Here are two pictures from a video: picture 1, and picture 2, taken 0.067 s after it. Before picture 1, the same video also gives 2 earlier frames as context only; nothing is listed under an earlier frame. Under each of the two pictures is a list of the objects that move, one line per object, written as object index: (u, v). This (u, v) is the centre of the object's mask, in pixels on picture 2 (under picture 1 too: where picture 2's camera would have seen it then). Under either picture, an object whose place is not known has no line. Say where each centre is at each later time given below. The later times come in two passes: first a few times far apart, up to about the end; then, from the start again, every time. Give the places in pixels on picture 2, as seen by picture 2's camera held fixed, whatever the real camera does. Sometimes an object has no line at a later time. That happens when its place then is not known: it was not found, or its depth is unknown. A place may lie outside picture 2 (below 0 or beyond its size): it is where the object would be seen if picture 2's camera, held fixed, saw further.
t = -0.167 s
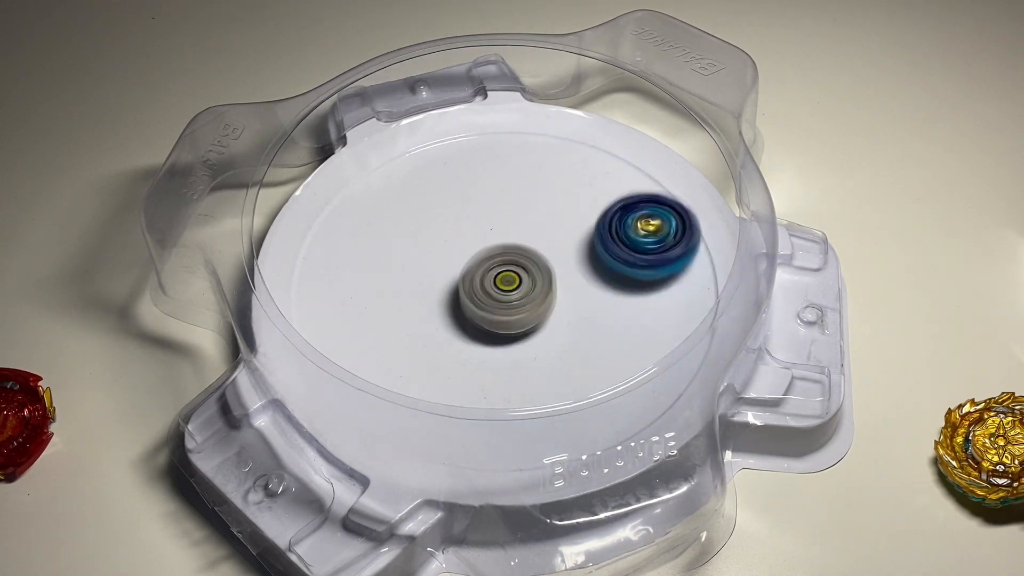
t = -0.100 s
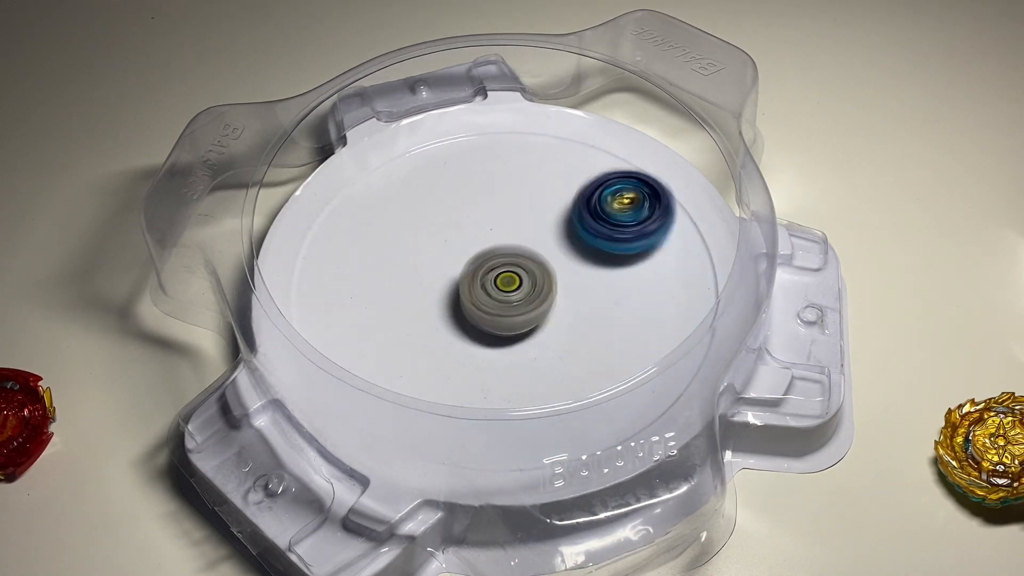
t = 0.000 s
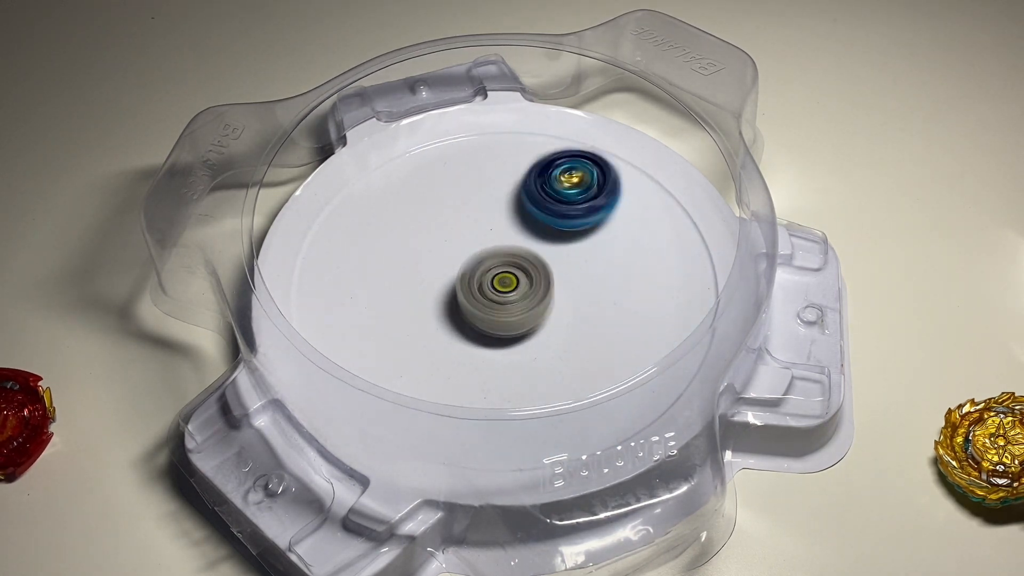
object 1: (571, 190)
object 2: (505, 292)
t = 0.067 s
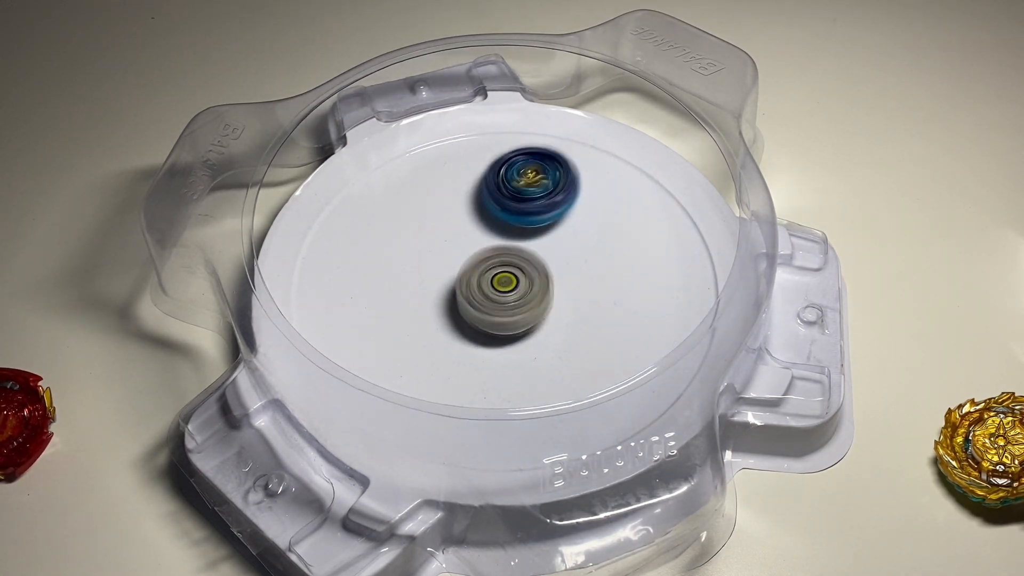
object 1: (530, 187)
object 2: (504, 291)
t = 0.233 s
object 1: (436, 224)
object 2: (503, 291)
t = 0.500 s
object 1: (402, 351)
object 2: (499, 294)
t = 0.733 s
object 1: (530, 392)
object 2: (498, 288)
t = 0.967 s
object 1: (611, 300)
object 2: (496, 278)
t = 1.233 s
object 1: (596, 195)
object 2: (404, 267)
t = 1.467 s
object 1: (478, 173)
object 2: (413, 283)
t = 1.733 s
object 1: (400, 251)
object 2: (455, 326)
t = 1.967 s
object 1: (425, 310)
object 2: (520, 359)
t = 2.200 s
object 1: (498, 281)
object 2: (579, 345)
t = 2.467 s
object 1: (488, 209)
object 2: (596, 300)
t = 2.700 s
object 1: (433, 240)
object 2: (552, 271)
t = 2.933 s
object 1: (411, 298)
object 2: (597, 292)
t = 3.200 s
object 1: (465, 312)
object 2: (648, 281)
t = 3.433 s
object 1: (474, 284)
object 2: (653, 269)
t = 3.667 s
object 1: (461, 246)
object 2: (567, 280)
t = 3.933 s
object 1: (424, 265)
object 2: (516, 312)
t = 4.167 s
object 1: (376, 194)
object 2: (638, 403)
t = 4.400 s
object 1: (426, 231)
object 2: (579, 327)
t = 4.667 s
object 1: (430, 145)
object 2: (615, 378)
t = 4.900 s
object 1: (470, 166)
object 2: (587, 350)
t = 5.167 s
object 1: (556, 201)
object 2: (492, 327)
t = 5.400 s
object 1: (587, 215)
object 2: (431, 324)
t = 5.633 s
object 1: (579, 253)
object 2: (455, 294)
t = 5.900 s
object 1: (644, 308)
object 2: (396, 233)
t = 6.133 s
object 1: (586, 320)
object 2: (438, 255)
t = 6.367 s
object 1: (581, 333)
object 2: (449, 242)
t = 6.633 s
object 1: (558, 294)
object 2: (461, 259)
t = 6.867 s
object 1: (564, 275)
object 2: (448, 261)
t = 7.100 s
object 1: (579, 265)
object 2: (444, 261)
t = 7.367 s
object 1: (555, 276)
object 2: (448, 267)
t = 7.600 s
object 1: (552, 310)
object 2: (430, 250)
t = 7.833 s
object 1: (525, 299)
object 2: (426, 259)
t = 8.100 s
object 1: (492, 362)
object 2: (436, 226)
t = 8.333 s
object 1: (499, 328)
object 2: (479, 250)
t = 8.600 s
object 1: (473, 349)
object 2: (537, 205)
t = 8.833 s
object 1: (464, 313)
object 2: (503, 239)
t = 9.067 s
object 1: (468, 322)
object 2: (513, 230)
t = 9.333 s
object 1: (474, 331)
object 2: (530, 212)
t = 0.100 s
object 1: (508, 190)
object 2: (503, 291)
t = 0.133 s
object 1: (488, 195)
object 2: (503, 291)
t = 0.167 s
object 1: (469, 203)
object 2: (502, 291)
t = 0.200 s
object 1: (452, 212)
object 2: (504, 290)
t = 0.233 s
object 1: (436, 224)
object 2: (503, 291)
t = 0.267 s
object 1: (421, 237)
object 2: (502, 290)
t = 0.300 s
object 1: (410, 251)
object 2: (503, 291)
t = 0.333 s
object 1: (401, 267)
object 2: (501, 292)
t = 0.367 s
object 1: (395, 283)
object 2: (503, 292)
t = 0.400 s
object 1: (392, 300)
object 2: (502, 294)
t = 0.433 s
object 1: (392, 318)
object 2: (501, 293)
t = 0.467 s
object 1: (393, 335)
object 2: (501, 294)
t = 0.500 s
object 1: (402, 351)
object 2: (499, 294)
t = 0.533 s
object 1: (415, 362)
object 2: (501, 294)
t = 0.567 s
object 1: (428, 378)
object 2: (500, 294)
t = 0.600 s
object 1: (447, 387)
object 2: (500, 293)
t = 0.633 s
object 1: (464, 396)
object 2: (499, 292)
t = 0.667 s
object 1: (487, 396)
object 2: (498, 291)
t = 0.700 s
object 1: (509, 396)
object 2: (499, 288)
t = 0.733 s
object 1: (530, 392)
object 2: (498, 288)
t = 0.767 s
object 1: (550, 384)
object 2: (497, 285)
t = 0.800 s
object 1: (568, 373)
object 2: (497, 284)
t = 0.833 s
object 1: (583, 360)
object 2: (496, 283)
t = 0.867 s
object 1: (597, 346)
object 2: (497, 280)
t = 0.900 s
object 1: (607, 332)
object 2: (496, 280)
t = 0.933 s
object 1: (610, 317)
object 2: (494, 279)
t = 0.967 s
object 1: (611, 300)
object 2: (496, 278)
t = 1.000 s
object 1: (605, 285)
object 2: (496, 278)
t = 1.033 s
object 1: (597, 270)
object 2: (493, 277)
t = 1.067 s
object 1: (606, 256)
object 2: (470, 274)
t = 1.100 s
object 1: (612, 243)
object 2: (449, 271)
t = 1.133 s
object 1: (614, 231)
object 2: (431, 269)
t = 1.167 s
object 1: (611, 218)
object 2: (417, 267)
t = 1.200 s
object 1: (606, 206)
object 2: (408, 266)
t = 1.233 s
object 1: (596, 195)
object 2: (404, 267)
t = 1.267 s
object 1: (583, 185)
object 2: (400, 269)
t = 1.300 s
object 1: (568, 177)
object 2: (399, 272)
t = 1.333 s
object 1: (551, 172)
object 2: (401, 275)
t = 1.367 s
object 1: (533, 168)
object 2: (401, 277)
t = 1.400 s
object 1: (514, 168)
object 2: (404, 279)
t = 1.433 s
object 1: (496, 169)
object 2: (409, 281)
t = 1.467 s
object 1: (478, 173)
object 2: (413, 283)
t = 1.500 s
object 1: (460, 180)
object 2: (418, 285)
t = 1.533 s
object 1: (445, 189)
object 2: (425, 286)
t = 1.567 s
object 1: (432, 200)
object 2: (429, 286)
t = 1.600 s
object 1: (420, 208)
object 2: (433, 290)
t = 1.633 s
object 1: (412, 215)
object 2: (440, 302)
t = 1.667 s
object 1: (407, 225)
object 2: (443, 312)
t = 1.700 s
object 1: (402, 237)
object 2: (448, 321)
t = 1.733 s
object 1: (400, 251)
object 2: (455, 326)
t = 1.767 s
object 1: (399, 262)
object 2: (461, 333)
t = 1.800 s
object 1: (397, 268)
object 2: (477, 346)
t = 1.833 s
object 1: (397, 275)
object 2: (488, 355)
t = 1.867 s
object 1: (400, 283)
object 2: (502, 360)
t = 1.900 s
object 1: (405, 293)
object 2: (509, 362)
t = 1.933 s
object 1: (414, 302)
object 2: (517, 362)
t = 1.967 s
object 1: (425, 310)
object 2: (520, 359)
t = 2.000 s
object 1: (436, 313)
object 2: (530, 358)
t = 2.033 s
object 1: (444, 312)
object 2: (540, 358)
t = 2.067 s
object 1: (455, 309)
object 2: (550, 356)
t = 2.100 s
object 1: (466, 305)
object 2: (554, 353)
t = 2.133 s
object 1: (477, 299)
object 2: (563, 350)
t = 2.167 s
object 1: (488, 291)
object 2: (572, 349)
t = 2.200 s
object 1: (498, 281)
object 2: (579, 345)
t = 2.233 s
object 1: (504, 271)
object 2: (584, 343)
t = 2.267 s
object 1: (508, 261)
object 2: (587, 337)
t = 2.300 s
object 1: (508, 252)
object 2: (592, 332)
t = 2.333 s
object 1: (507, 242)
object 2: (593, 325)
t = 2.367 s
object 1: (505, 232)
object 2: (597, 319)
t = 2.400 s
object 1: (502, 223)
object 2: (596, 313)
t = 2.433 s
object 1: (497, 215)
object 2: (597, 306)
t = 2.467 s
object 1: (488, 209)
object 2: (596, 300)
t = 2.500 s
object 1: (479, 206)
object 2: (593, 294)
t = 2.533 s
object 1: (469, 205)
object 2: (589, 289)
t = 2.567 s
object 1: (458, 207)
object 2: (582, 283)
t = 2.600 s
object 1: (448, 211)
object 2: (577, 278)
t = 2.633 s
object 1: (440, 218)
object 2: (568, 275)
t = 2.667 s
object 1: (435, 229)
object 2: (561, 273)
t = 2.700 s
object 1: (433, 240)
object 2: (552, 271)
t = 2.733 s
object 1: (435, 252)
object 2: (544, 269)
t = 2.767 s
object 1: (434, 262)
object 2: (544, 270)
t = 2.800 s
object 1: (420, 266)
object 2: (560, 275)
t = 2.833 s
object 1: (410, 272)
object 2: (576, 281)
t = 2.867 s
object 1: (405, 279)
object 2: (587, 287)
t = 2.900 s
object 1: (405, 288)
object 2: (592, 290)
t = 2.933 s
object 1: (411, 298)
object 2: (597, 292)
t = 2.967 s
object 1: (420, 307)
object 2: (599, 295)
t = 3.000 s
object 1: (432, 312)
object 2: (597, 296)
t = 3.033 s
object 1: (447, 316)
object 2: (596, 296)
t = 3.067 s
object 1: (463, 319)
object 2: (593, 296)
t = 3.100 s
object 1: (479, 319)
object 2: (589, 295)
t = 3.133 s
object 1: (483, 316)
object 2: (601, 291)
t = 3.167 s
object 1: (472, 315)
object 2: (628, 286)
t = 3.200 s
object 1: (465, 312)
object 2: (648, 281)
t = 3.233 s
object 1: (462, 309)
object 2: (663, 276)
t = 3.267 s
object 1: (462, 305)
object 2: (673, 273)
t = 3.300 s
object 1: (463, 302)
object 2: (675, 272)
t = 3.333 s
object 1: (465, 299)
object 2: (673, 270)
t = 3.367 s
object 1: (467, 294)
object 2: (671, 268)
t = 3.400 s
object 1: (470, 289)
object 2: (663, 269)
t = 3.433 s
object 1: (474, 284)
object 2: (653, 269)
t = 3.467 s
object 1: (476, 278)
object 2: (643, 268)
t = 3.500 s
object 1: (478, 271)
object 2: (632, 269)
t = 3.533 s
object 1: (477, 264)
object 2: (619, 271)
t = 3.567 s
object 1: (476, 258)
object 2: (606, 272)
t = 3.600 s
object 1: (472, 253)
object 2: (595, 274)
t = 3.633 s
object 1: (467, 249)
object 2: (583, 277)
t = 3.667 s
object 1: (461, 246)
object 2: (567, 280)
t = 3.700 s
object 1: (455, 245)
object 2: (555, 282)
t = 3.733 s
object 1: (450, 246)
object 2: (543, 285)
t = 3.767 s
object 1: (443, 248)
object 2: (533, 290)
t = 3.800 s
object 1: (434, 247)
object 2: (528, 299)
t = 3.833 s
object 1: (427, 249)
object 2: (523, 305)
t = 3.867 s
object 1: (424, 253)
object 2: (521, 308)
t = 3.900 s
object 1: (422, 259)
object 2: (518, 311)
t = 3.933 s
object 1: (424, 265)
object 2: (516, 312)
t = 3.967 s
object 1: (419, 257)
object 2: (526, 329)
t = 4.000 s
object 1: (403, 239)
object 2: (554, 354)
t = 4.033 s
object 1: (393, 222)
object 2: (579, 376)
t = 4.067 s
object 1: (384, 209)
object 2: (602, 395)
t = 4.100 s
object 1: (380, 200)
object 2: (621, 404)
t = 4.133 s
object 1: (377, 195)
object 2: (632, 404)
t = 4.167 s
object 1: (376, 194)
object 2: (638, 403)
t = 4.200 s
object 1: (378, 195)
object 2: (638, 400)
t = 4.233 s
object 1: (381, 197)
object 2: (634, 395)
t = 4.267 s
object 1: (385, 203)
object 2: (627, 385)
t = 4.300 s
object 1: (393, 209)
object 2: (617, 372)
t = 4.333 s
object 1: (402, 216)
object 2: (605, 356)
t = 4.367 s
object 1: (413, 224)
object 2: (593, 343)
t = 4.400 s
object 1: (426, 231)
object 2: (579, 327)
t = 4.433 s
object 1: (439, 239)
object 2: (565, 312)
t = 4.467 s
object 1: (453, 246)
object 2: (550, 298)
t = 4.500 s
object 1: (453, 235)
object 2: (554, 304)
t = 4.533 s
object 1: (443, 209)
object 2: (571, 323)
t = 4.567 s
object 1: (432, 189)
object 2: (586, 343)
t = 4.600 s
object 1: (428, 170)
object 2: (599, 359)
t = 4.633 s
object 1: (428, 154)
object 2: (610, 371)
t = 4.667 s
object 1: (430, 145)
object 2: (615, 378)
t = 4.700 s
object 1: (433, 141)
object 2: (614, 382)
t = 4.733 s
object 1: (436, 140)
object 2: (614, 382)
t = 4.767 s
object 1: (442, 140)
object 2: (610, 380)
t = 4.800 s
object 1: (447, 145)
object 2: (603, 374)
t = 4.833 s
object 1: (454, 151)
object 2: (597, 367)
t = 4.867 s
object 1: (462, 157)
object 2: (591, 356)
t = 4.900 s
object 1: (470, 166)
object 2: (587, 350)
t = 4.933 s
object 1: (478, 176)
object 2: (579, 341)
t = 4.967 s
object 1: (488, 187)
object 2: (572, 332)
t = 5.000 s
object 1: (497, 197)
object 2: (565, 322)
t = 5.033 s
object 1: (508, 208)
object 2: (554, 311)
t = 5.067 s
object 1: (517, 217)
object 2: (544, 302)
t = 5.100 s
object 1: (530, 217)
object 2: (533, 308)
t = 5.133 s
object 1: (545, 208)
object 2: (510, 316)
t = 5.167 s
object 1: (556, 201)
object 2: (492, 327)
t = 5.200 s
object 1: (565, 199)
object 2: (470, 330)
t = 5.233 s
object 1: (572, 198)
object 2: (457, 335)
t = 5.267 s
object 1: (576, 200)
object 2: (442, 335)
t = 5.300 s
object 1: (580, 202)
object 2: (436, 334)
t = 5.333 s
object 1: (583, 206)
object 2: (429, 331)
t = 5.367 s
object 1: (585, 210)
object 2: (431, 327)
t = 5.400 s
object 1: (587, 215)
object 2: (431, 324)
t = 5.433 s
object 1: (588, 220)
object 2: (433, 319)
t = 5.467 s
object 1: (588, 225)
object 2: (436, 316)
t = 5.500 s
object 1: (588, 229)
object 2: (438, 311)
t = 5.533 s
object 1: (587, 235)
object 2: (444, 308)
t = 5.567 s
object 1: (585, 241)
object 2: (445, 302)
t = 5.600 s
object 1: (583, 246)
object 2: (452, 299)
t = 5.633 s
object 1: (579, 253)
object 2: (455, 294)
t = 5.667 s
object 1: (575, 259)
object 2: (464, 289)
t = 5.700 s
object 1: (569, 265)
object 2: (468, 285)
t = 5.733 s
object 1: (587, 274)
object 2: (451, 274)
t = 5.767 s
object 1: (608, 280)
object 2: (431, 264)
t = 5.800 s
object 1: (623, 289)
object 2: (413, 255)
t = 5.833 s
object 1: (636, 297)
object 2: (403, 244)
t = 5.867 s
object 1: (642, 303)
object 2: (398, 235)
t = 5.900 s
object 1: (644, 308)
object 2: (396, 233)
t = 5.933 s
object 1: (639, 313)
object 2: (399, 233)
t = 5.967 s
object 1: (631, 316)
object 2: (400, 235)
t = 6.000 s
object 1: (623, 318)
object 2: (408, 238)
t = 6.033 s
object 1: (614, 320)
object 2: (416, 242)
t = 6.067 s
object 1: (605, 320)
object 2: (421, 248)
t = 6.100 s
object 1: (595, 321)
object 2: (428, 252)
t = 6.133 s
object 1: (586, 320)
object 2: (438, 255)
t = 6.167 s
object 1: (576, 318)
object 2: (447, 262)
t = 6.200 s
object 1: (568, 315)
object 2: (456, 267)
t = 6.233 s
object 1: (559, 312)
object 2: (463, 272)
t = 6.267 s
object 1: (564, 318)
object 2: (460, 264)
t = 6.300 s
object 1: (573, 326)
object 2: (454, 253)
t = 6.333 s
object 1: (578, 330)
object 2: (450, 246)
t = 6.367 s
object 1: (581, 333)
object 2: (449, 242)
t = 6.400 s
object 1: (578, 332)
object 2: (447, 241)
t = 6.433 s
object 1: (577, 331)
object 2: (449, 240)
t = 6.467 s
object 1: (574, 326)
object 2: (449, 242)
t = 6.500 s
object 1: (571, 319)
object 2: (453, 244)
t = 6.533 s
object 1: (568, 313)
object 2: (455, 248)
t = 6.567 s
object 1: (565, 306)
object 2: (459, 251)
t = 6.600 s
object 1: (562, 300)
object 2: (461, 254)
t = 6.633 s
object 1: (558, 294)
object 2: (461, 259)
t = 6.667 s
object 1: (557, 289)
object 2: (460, 261)
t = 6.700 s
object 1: (559, 288)
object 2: (455, 261)
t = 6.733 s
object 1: (560, 285)
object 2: (455, 260)
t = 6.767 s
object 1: (558, 282)
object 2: (455, 261)
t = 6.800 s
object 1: (558, 278)
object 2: (456, 262)
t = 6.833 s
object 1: (559, 278)
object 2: (453, 262)
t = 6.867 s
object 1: (564, 275)
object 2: (448, 261)
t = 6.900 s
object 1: (565, 273)
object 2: (445, 261)
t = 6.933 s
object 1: (567, 271)
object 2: (444, 260)
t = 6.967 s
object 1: (569, 269)
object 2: (444, 260)
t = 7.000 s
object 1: (572, 268)
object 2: (443, 260)
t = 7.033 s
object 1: (575, 267)
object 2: (443, 260)
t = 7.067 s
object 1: (577, 266)
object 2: (443, 261)
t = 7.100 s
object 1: (579, 265)
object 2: (444, 261)
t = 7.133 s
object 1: (578, 265)
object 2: (446, 261)
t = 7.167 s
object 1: (575, 265)
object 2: (448, 262)
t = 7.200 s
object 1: (572, 265)
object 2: (450, 263)
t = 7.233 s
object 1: (568, 266)
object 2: (453, 265)
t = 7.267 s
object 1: (563, 268)
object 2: (455, 266)
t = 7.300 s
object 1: (557, 270)
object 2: (456, 268)
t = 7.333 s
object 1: (556, 272)
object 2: (452, 267)
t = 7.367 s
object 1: (555, 276)
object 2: (448, 267)
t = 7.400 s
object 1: (550, 280)
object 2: (448, 267)
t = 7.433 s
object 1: (554, 287)
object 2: (440, 263)
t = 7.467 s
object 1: (559, 295)
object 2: (433, 256)
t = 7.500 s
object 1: (559, 303)
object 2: (428, 251)
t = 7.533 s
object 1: (557, 306)
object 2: (428, 249)
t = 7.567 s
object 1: (554, 308)
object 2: (429, 249)
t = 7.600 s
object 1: (552, 310)
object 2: (430, 250)
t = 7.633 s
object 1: (549, 309)
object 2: (429, 251)
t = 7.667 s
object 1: (548, 308)
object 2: (428, 252)
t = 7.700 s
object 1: (545, 306)
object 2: (427, 253)
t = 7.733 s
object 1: (542, 305)
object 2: (426, 254)
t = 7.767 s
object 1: (538, 303)
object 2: (426, 256)
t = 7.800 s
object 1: (532, 301)
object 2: (426, 257)
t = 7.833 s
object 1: (525, 299)
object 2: (426, 259)
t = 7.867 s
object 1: (517, 299)
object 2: (424, 259)
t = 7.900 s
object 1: (511, 304)
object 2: (422, 251)
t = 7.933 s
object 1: (506, 313)
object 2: (422, 240)
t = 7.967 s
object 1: (499, 331)
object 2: (419, 231)
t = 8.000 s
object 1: (495, 340)
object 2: (424, 226)
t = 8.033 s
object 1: (491, 351)
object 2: (429, 224)
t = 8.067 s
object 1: (491, 360)
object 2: (433, 223)
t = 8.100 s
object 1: (492, 362)
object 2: (436, 226)
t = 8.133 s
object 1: (496, 365)
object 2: (443, 230)
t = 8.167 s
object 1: (500, 365)
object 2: (449, 232)
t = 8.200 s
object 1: (503, 362)
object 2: (453, 235)
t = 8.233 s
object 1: (505, 357)
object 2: (458, 239)
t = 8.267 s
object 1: (506, 348)
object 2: (465, 245)
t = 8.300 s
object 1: (504, 339)
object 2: (474, 249)
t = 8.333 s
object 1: (499, 328)
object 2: (479, 250)
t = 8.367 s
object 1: (488, 329)
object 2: (488, 243)
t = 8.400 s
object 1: (476, 339)
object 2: (501, 228)
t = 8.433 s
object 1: (469, 346)
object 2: (510, 216)
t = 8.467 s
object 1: (465, 351)
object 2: (522, 204)
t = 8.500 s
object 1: (464, 353)
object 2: (527, 200)
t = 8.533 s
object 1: (466, 353)
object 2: (535, 197)
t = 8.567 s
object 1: (469, 351)
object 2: (536, 201)
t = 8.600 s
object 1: (473, 349)
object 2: (537, 205)
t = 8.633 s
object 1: (477, 345)
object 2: (529, 213)
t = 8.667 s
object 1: (478, 338)
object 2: (526, 217)
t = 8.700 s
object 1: (476, 331)
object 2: (519, 223)
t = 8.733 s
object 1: (473, 325)
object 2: (518, 228)
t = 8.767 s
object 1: (470, 318)
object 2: (509, 235)
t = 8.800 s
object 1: (467, 313)
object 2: (508, 239)
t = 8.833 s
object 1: (464, 313)
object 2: (503, 239)
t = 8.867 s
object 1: (464, 313)
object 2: (506, 240)
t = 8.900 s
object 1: (465, 313)
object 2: (501, 240)
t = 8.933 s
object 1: (466, 313)
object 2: (503, 239)
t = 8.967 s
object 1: (467, 312)
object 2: (502, 239)
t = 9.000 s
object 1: (470, 312)
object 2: (501, 237)
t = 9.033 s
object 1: (471, 315)
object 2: (505, 238)
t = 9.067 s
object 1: (468, 322)
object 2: (513, 230)
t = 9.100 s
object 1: (466, 326)
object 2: (518, 221)
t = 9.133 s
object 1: (468, 328)
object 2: (526, 217)
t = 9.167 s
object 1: (470, 329)
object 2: (530, 214)
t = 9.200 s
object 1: (473, 330)
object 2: (530, 212)
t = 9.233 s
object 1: (474, 331)
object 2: (529, 208)
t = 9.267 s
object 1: (475, 332)
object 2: (530, 207)
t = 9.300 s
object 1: (475, 332)
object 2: (531, 209)
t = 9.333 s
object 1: (474, 331)
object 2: (530, 212)
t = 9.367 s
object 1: (474, 330)
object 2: (527, 215)
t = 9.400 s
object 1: (472, 329)
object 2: (523, 218)
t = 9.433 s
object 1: (470, 328)
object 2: (521, 221)
